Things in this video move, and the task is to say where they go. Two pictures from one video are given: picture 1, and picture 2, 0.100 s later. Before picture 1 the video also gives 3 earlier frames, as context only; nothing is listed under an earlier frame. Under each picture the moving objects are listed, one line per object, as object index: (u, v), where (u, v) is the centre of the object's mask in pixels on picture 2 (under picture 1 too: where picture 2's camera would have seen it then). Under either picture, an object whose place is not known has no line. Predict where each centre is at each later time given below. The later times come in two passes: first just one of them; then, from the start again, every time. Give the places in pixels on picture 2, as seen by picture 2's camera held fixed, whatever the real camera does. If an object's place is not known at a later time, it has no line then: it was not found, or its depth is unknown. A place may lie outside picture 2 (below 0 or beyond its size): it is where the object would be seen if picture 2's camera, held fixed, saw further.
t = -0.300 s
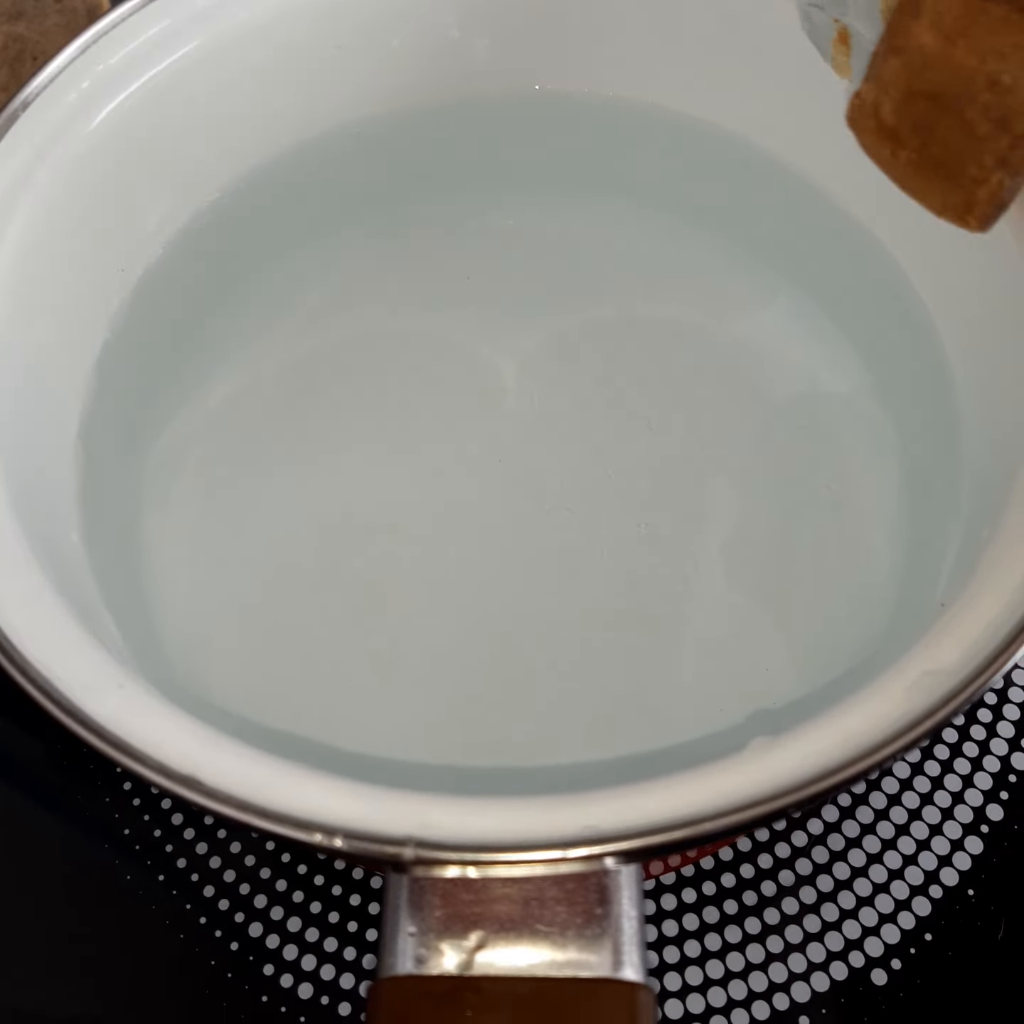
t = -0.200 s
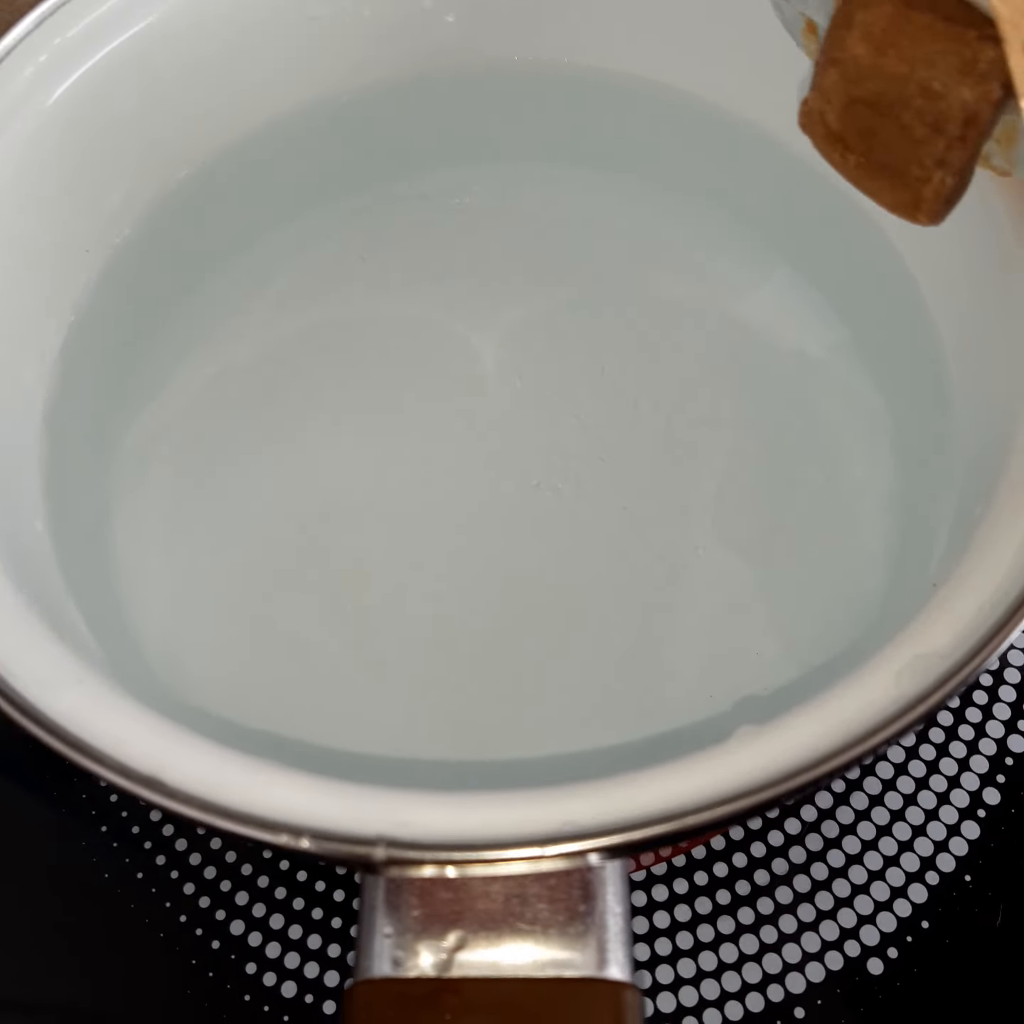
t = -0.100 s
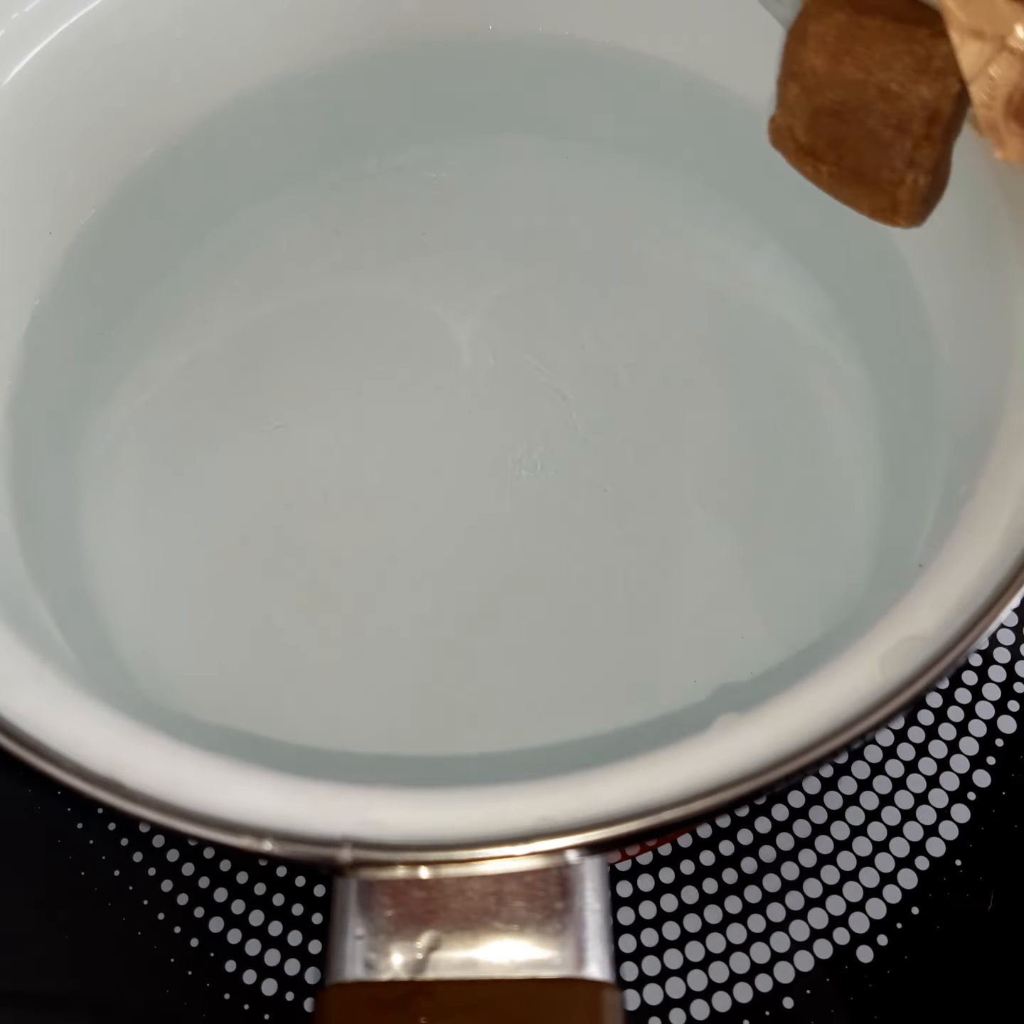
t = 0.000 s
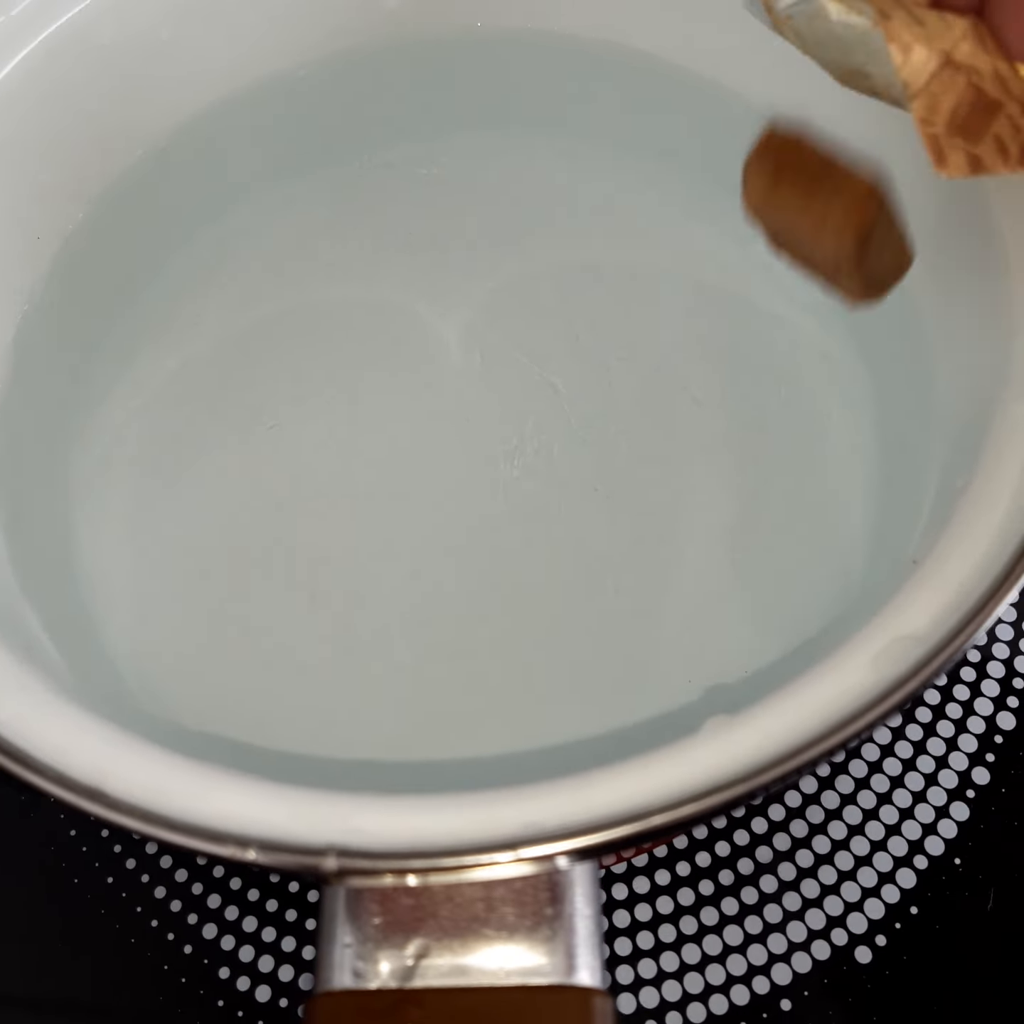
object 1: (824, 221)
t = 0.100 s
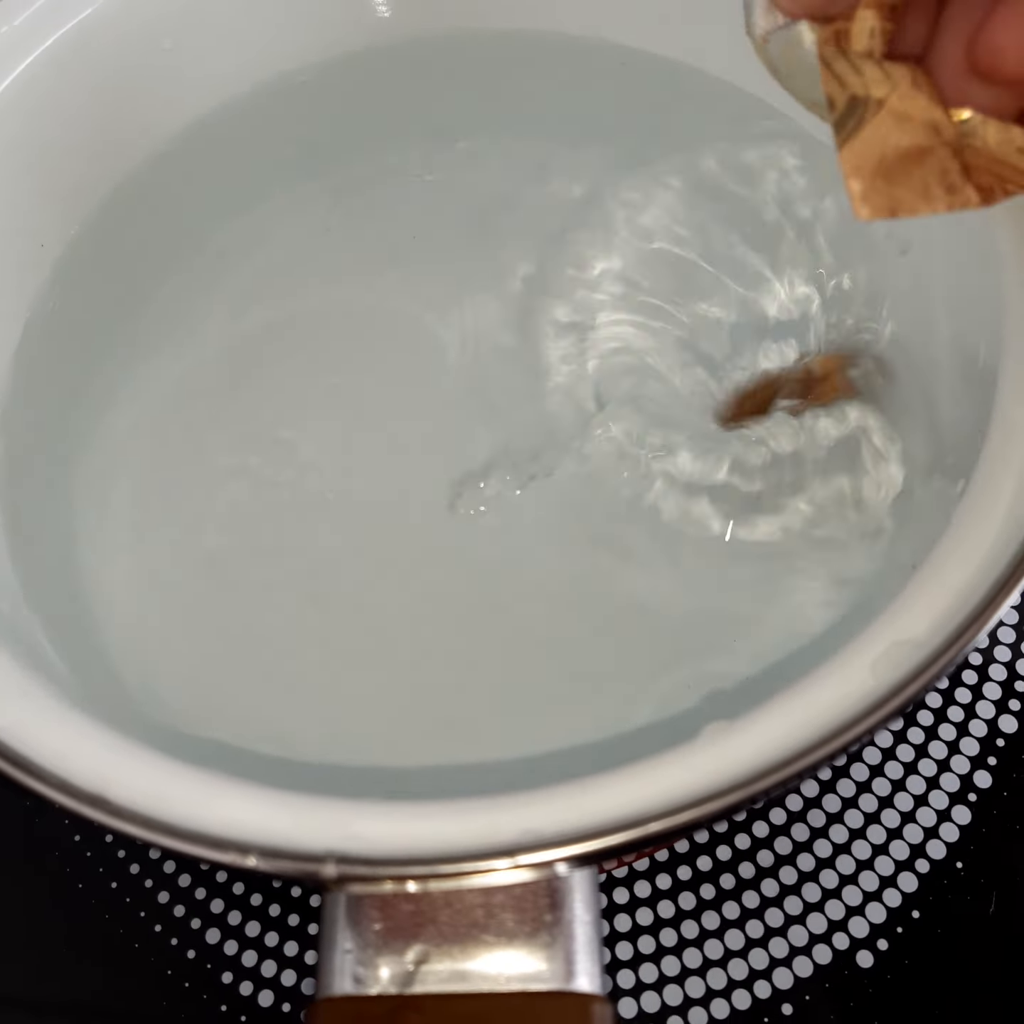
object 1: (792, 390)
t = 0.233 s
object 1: (790, 432)
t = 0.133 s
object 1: (803, 416)
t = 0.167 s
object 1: (793, 427)
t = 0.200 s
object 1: (806, 431)
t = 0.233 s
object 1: (790, 432)
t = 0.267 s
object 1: (785, 407)
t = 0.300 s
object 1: (792, 429)
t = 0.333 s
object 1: (796, 421)
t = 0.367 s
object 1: (792, 422)
